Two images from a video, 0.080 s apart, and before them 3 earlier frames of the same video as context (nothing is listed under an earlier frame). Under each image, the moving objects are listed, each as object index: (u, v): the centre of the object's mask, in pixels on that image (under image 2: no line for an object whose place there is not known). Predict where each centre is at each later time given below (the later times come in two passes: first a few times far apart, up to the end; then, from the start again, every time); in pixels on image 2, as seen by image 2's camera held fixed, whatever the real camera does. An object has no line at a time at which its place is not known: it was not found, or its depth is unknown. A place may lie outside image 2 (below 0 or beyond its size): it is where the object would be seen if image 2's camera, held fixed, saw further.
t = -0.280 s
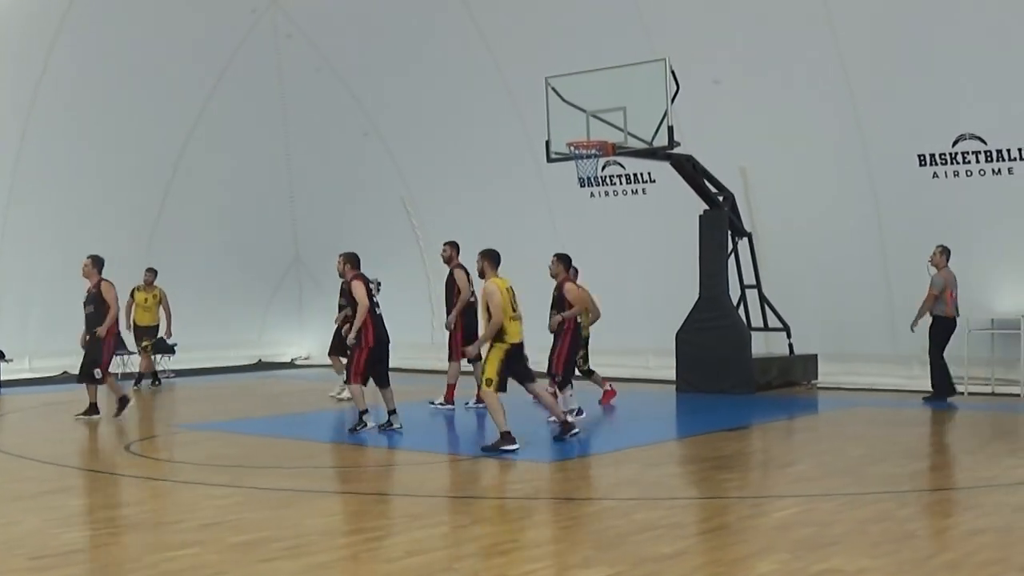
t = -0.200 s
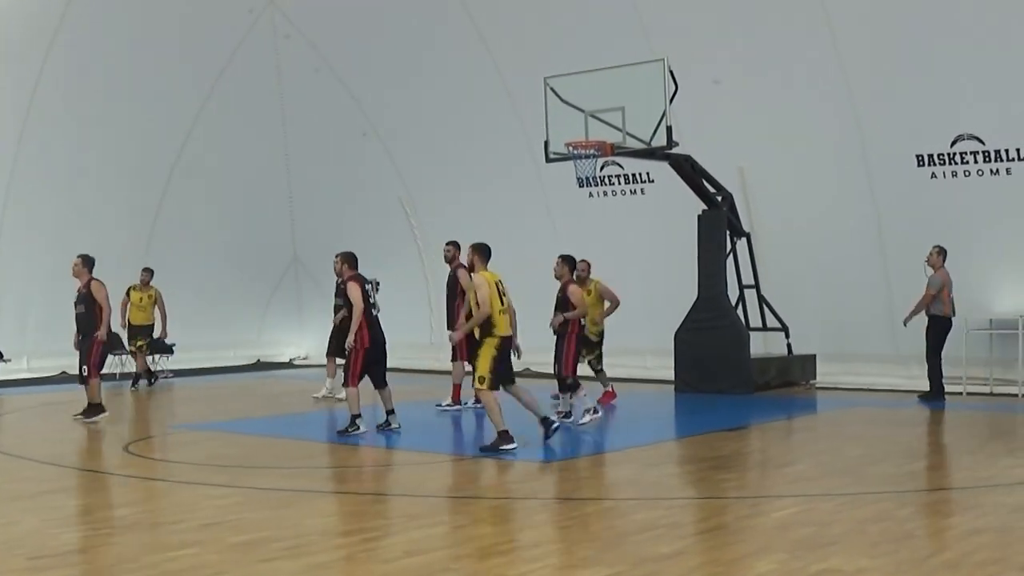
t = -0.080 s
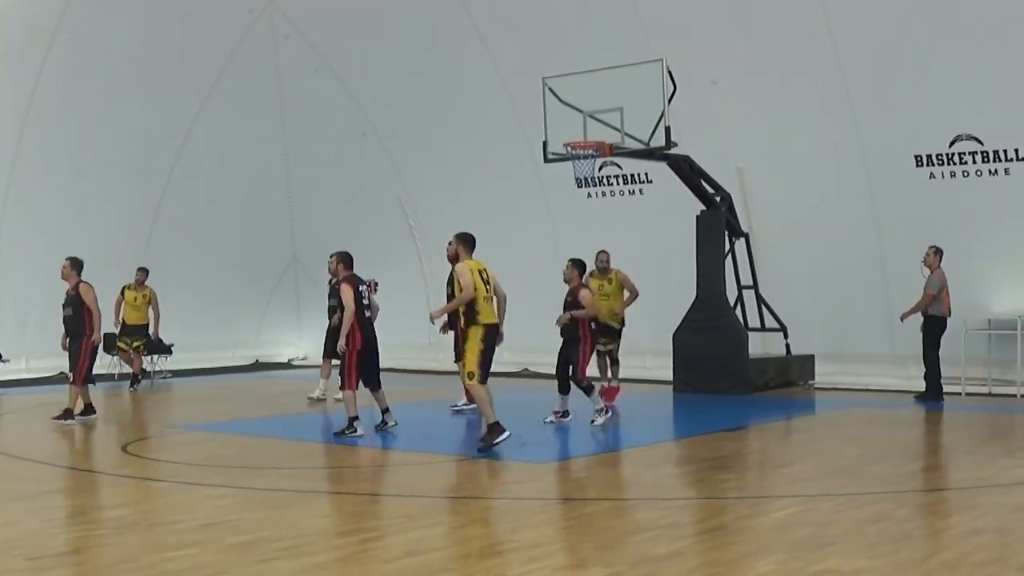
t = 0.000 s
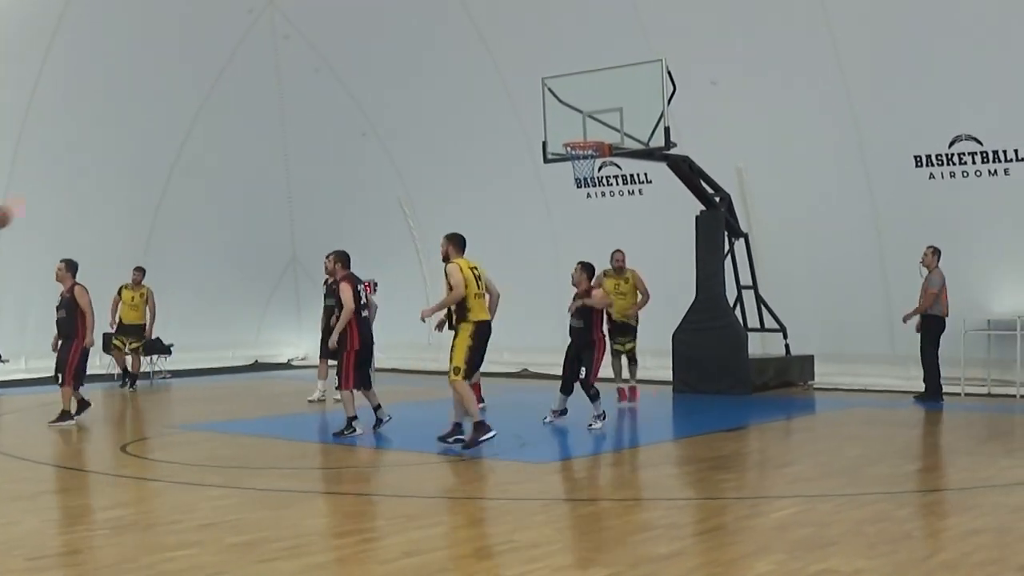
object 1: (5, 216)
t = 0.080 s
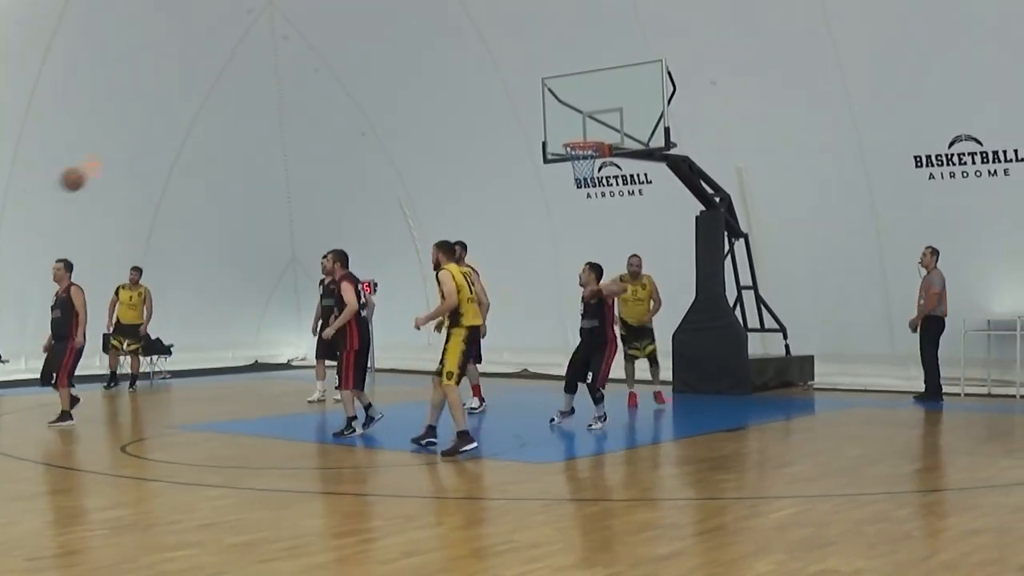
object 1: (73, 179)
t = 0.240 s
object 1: (227, 117)
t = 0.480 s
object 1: (476, 62)
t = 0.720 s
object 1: (745, 64)
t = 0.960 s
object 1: (1035, 125)
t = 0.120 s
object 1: (111, 162)
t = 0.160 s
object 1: (149, 146)
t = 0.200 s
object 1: (188, 131)
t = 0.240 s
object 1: (227, 117)
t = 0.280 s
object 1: (268, 104)
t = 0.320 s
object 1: (307, 93)
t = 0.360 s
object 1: (349, 83)
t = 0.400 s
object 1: (391, 74)
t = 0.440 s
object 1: (434, 68)
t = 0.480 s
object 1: (476, 62)
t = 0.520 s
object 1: (520, 59)
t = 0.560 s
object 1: (564, 57)
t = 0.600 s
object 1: (608, 56)
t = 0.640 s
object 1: (653, 57)
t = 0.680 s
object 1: (699, 59)
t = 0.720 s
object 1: (745, 64)
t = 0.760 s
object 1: (791, 70)
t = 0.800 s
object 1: (839, 77)
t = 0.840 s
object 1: (886, 86)
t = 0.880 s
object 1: (936, 98)
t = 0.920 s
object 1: (985, 110)
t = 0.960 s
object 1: (1035, 125)
